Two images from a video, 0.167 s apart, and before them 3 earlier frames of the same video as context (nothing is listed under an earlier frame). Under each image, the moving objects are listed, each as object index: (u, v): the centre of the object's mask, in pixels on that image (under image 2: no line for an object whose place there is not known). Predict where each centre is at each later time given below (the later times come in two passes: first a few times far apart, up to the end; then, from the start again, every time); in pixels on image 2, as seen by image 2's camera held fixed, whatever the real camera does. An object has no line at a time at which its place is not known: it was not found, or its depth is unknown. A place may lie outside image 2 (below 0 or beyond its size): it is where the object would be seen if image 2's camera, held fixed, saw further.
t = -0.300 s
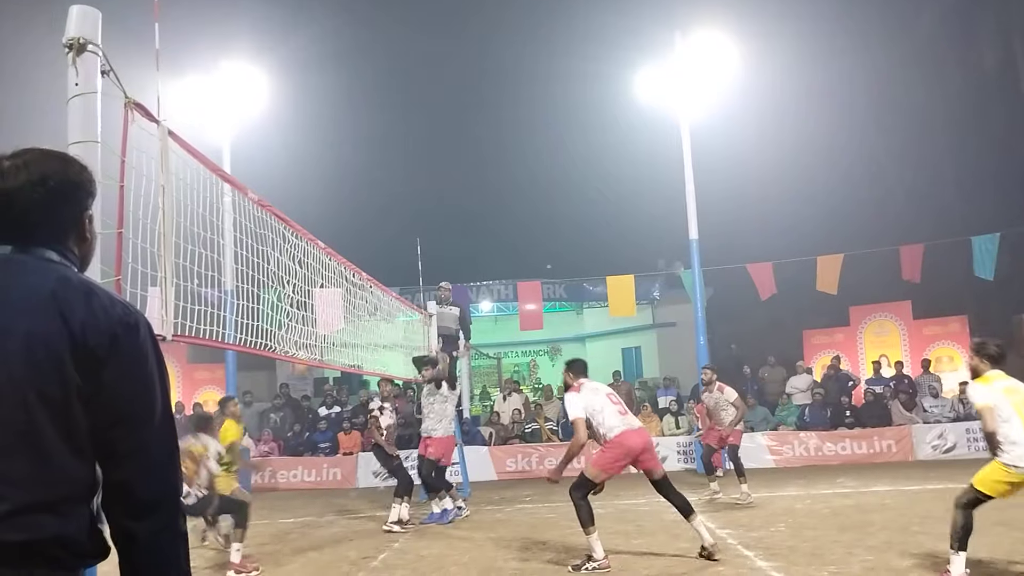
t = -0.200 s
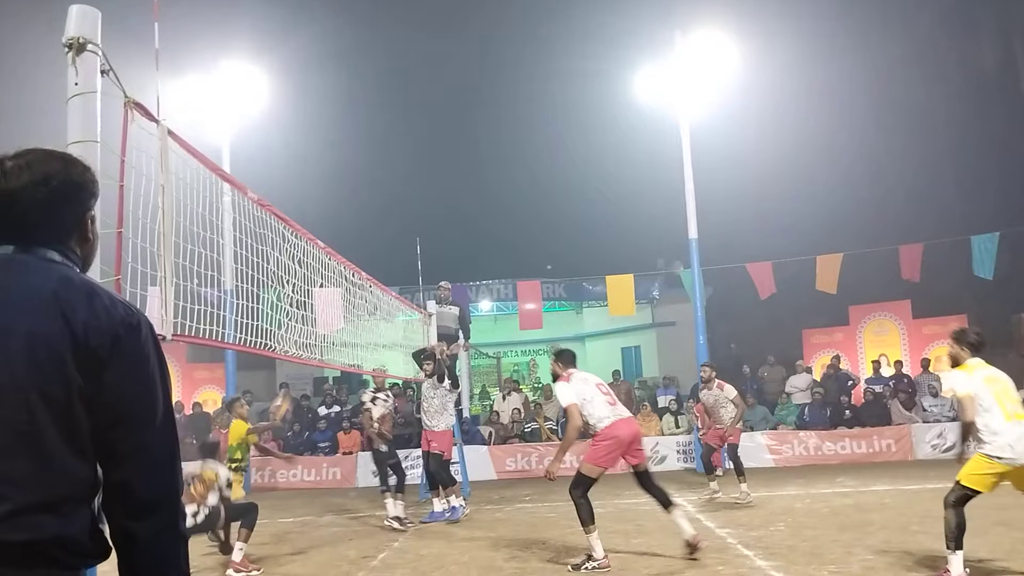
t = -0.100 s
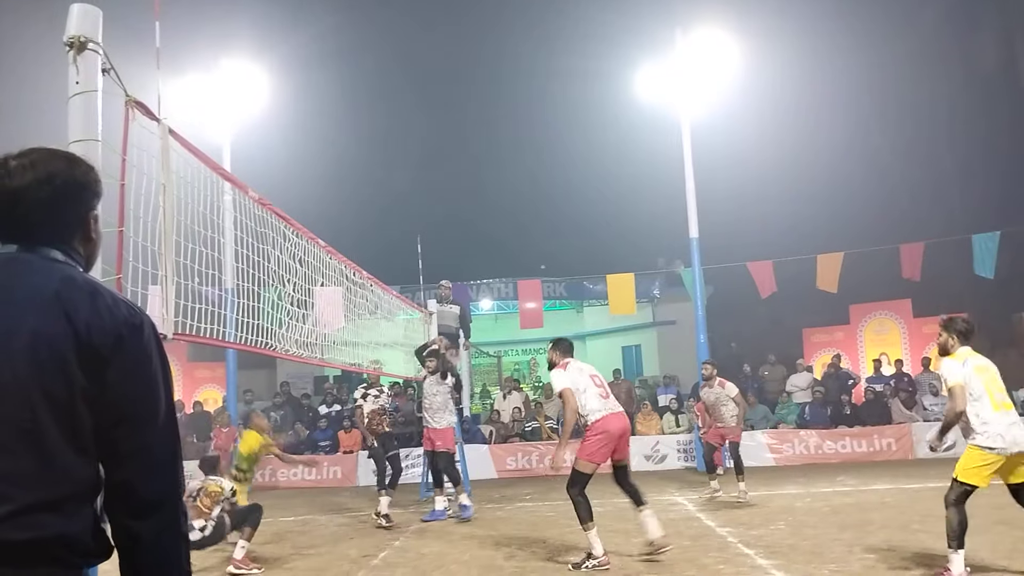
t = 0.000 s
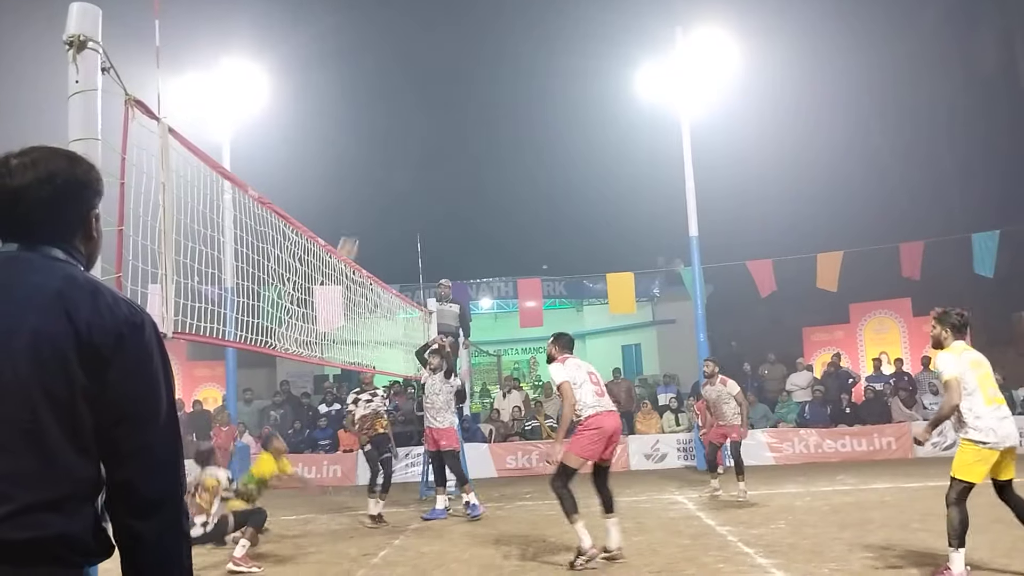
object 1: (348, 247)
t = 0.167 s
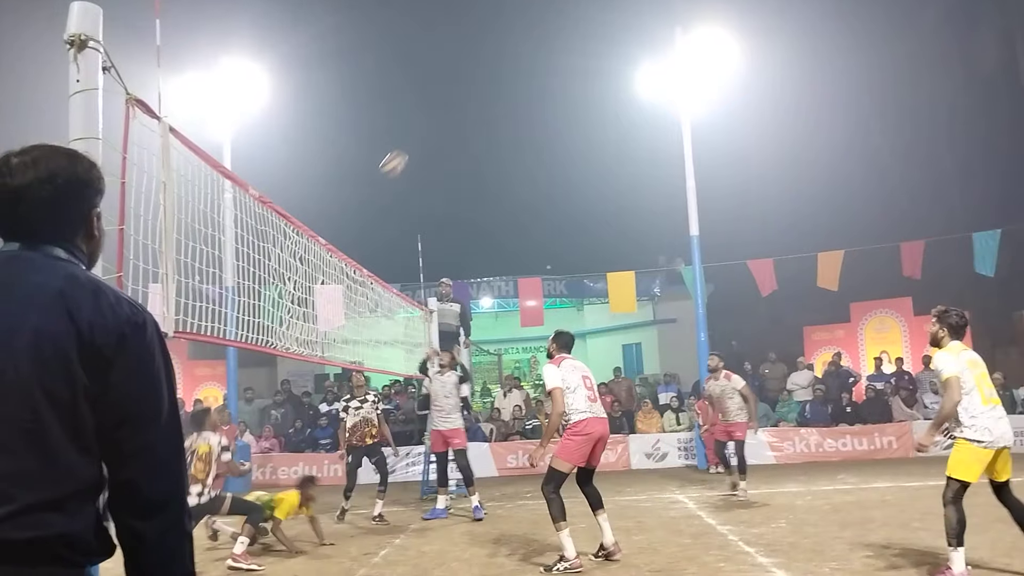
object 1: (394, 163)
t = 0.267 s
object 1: (421, 125)
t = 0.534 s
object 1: (488, 70)
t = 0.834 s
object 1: (559, 84)
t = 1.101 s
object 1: (621, 156)
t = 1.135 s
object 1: (629, 168)
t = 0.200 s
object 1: (403, 149)
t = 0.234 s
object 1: (412, 136)
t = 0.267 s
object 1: (421, 125)
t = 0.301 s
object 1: (429, 115)
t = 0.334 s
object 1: (438, 105)
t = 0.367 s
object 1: (447, 96)
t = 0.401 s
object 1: (455, 90)
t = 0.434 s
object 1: (463, 83)
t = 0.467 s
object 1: (472, 78)
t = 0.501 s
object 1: (480, 73)
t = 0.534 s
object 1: (488, 70)
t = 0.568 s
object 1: (496, 68)
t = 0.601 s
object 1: (504, 67)
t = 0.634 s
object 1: (512, 66)
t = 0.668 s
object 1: (520, 66)
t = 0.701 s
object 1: (527, 68)
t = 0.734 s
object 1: (536, 71)
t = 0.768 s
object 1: (544, 75)
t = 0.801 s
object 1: (551, 78)
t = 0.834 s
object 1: (559, 84)
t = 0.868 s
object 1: (567, 91)
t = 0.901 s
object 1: (575, 98)
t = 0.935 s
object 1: (579, 101)
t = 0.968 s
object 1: (591, 114)
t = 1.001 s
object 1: (599, 123)
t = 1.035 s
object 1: (606, 134)
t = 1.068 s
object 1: (614, 144)
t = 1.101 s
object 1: (621, 156)
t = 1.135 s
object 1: (629, 168)
